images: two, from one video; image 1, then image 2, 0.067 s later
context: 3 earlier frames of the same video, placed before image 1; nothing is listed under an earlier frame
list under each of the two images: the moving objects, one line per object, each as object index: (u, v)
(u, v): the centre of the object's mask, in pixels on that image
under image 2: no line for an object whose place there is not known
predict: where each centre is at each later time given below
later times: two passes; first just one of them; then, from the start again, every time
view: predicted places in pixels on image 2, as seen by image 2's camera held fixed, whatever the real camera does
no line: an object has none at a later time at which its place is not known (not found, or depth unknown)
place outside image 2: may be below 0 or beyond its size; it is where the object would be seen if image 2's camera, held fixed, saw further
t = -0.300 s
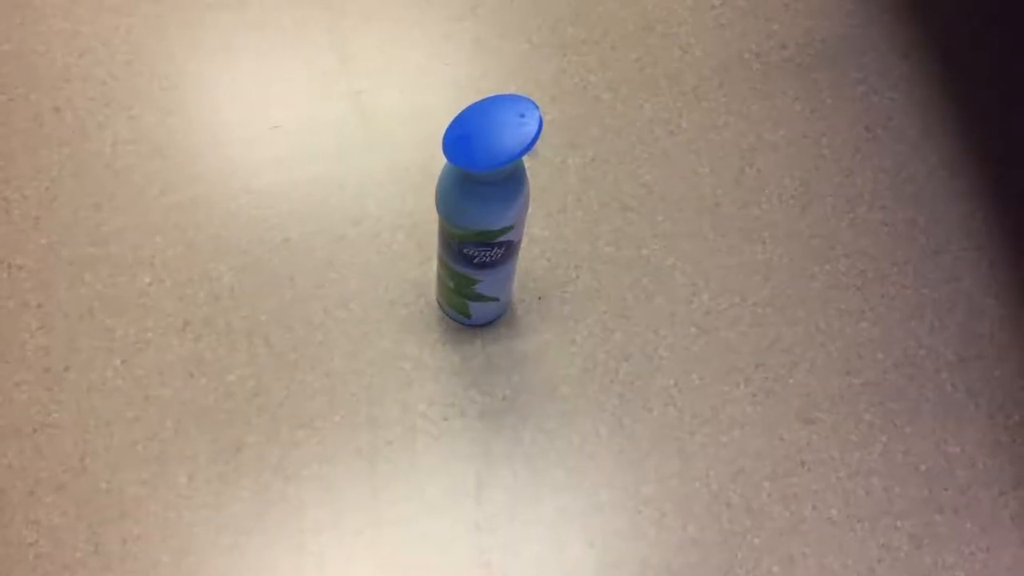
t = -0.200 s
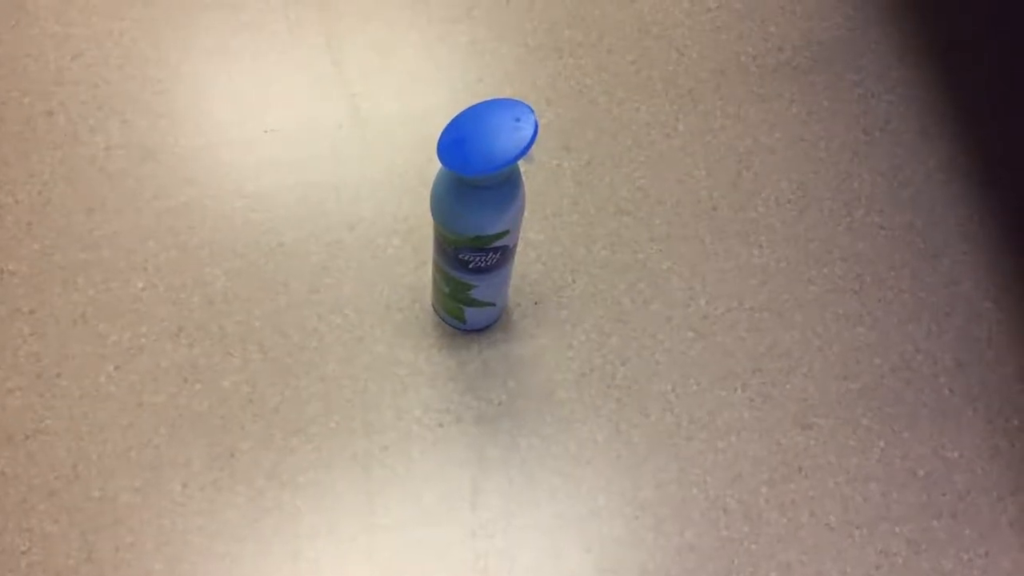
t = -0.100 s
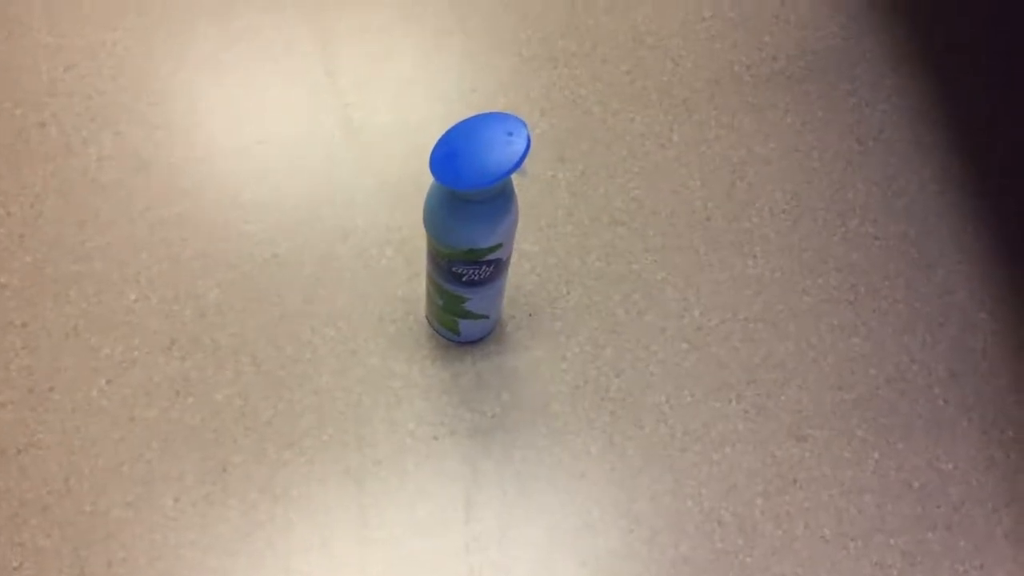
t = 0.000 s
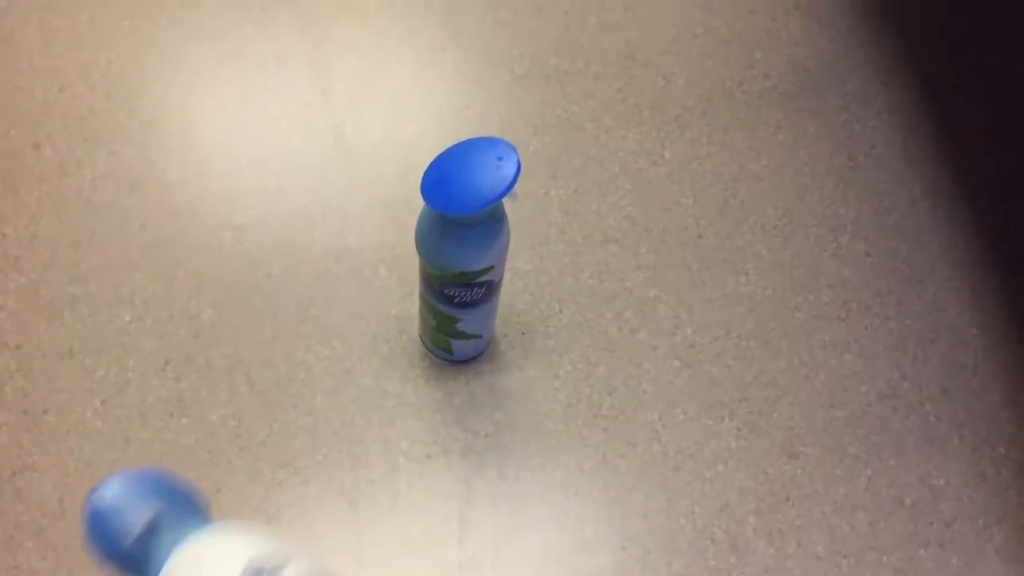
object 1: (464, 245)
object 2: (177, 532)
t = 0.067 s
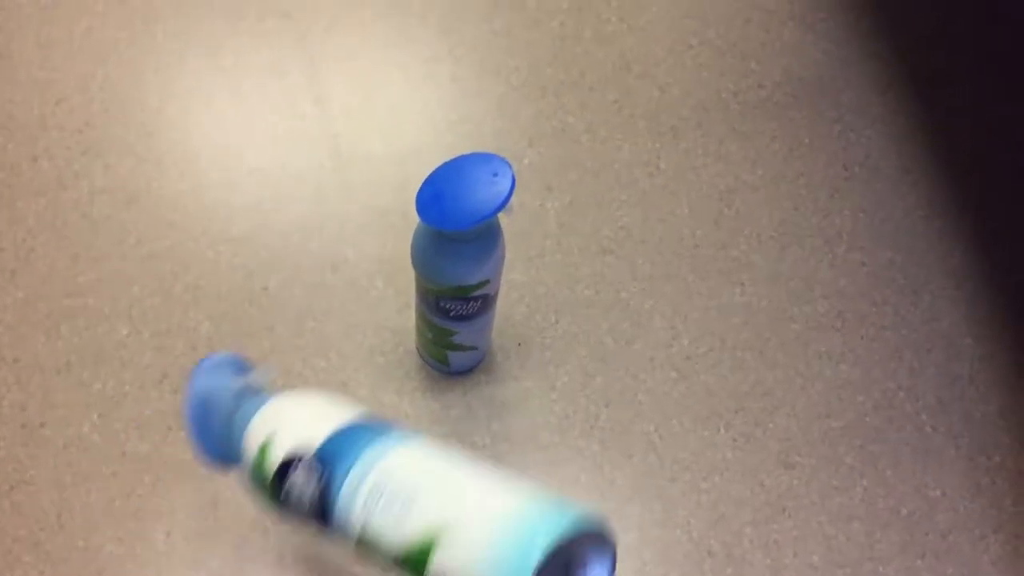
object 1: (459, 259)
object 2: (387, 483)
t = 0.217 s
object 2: (420, 365)
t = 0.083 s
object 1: (459, 259)
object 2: (416, 460)
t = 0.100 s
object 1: (459, 259)
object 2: (429, 432)
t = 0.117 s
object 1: (460, 252)
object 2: (438, 406)
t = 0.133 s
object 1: (461, 243)
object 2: (447, 384)
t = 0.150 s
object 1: (461, 236)
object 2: (454, 367)
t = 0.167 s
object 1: (462, 232)
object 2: (459, 355)
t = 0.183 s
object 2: (452, 359)
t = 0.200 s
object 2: (438, 362)
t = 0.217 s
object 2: (420, 365)
